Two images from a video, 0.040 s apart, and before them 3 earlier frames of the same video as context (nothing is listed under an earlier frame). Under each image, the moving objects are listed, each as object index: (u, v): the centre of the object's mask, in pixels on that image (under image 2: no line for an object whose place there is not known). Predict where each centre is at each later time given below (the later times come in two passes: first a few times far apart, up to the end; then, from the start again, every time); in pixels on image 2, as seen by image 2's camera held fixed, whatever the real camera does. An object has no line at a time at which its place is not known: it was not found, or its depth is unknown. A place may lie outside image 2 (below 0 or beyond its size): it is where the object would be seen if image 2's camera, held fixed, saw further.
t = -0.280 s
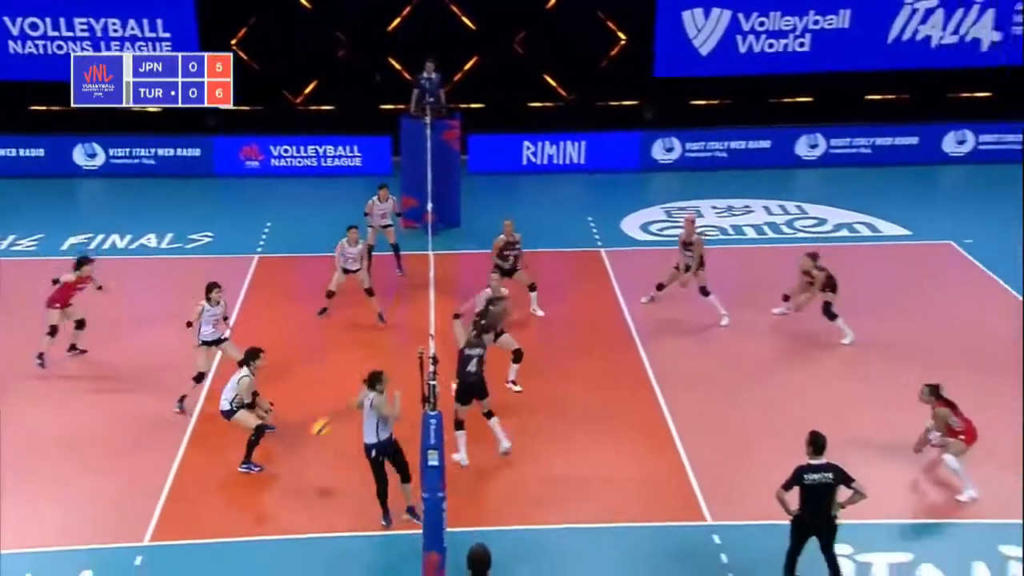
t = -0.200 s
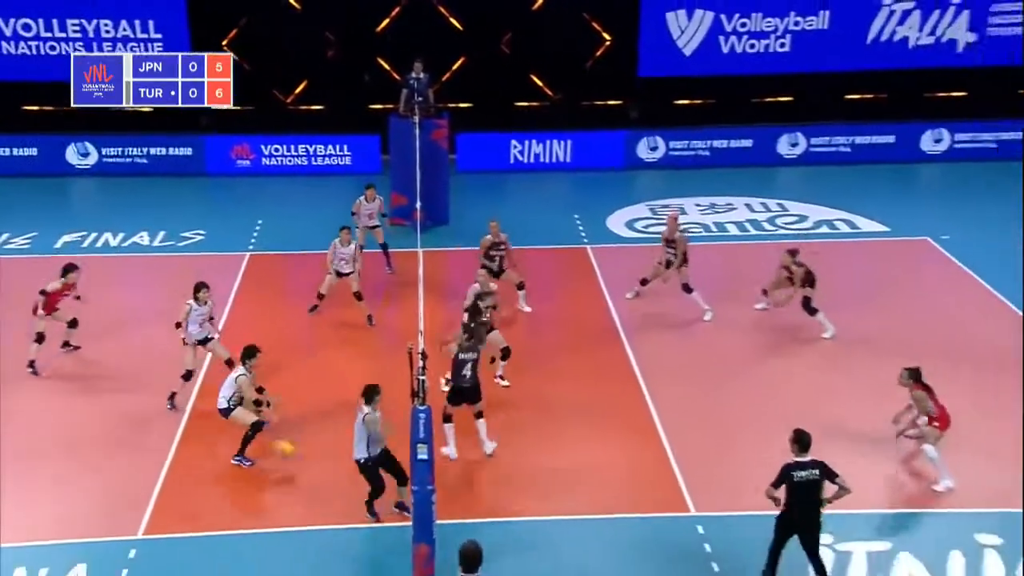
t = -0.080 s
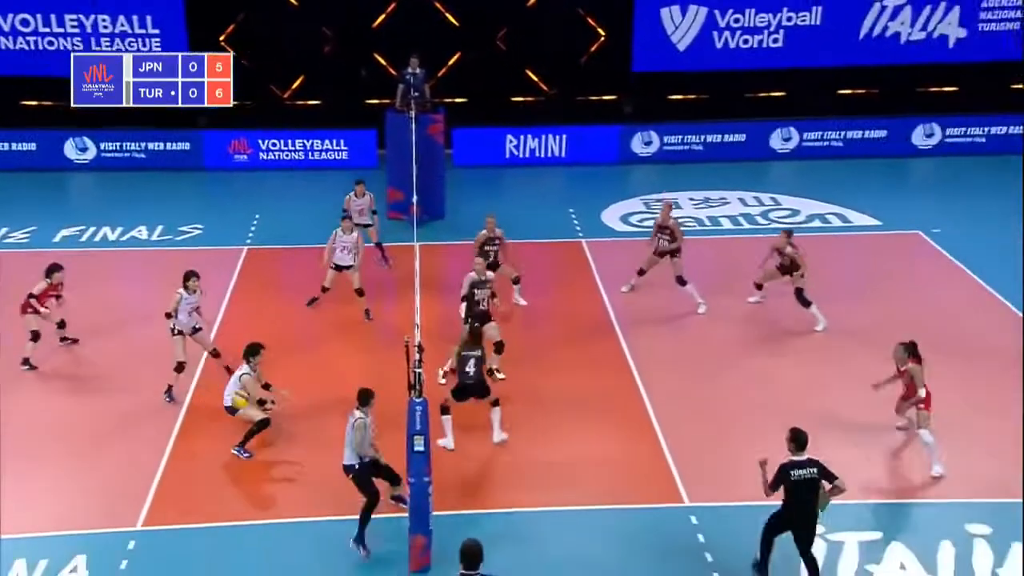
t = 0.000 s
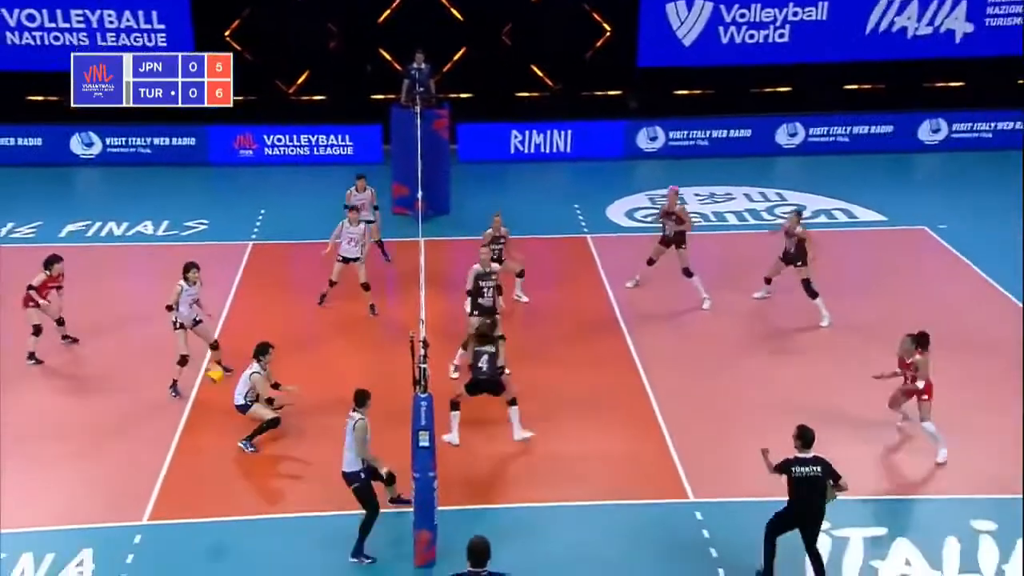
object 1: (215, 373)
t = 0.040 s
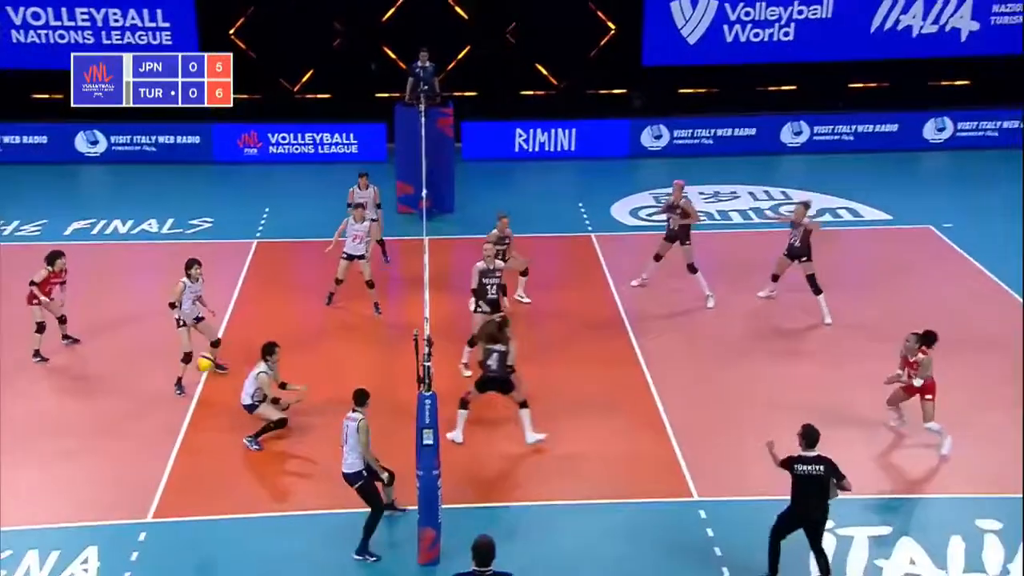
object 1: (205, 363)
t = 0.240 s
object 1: (126, 338)
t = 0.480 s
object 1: (31, 352)
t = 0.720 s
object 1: (-58, 420)
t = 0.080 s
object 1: (188, 356)
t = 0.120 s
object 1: (173, 349)
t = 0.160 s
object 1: (158, 344)
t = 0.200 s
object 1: (142, 341)
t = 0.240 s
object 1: (126, 338)
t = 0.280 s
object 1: (110, 337)
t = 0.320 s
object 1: (94, 337)
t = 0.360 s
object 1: (77, 338)
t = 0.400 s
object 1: (63, 342)
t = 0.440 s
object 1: (45, 347)
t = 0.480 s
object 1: (31, 352)
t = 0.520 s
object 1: (15, 360)
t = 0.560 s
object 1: (-1, 368)
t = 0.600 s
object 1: (-15, 379)
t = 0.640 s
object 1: (-33, 392)
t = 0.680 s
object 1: (-47, 404)
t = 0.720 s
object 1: (-58, 420)
